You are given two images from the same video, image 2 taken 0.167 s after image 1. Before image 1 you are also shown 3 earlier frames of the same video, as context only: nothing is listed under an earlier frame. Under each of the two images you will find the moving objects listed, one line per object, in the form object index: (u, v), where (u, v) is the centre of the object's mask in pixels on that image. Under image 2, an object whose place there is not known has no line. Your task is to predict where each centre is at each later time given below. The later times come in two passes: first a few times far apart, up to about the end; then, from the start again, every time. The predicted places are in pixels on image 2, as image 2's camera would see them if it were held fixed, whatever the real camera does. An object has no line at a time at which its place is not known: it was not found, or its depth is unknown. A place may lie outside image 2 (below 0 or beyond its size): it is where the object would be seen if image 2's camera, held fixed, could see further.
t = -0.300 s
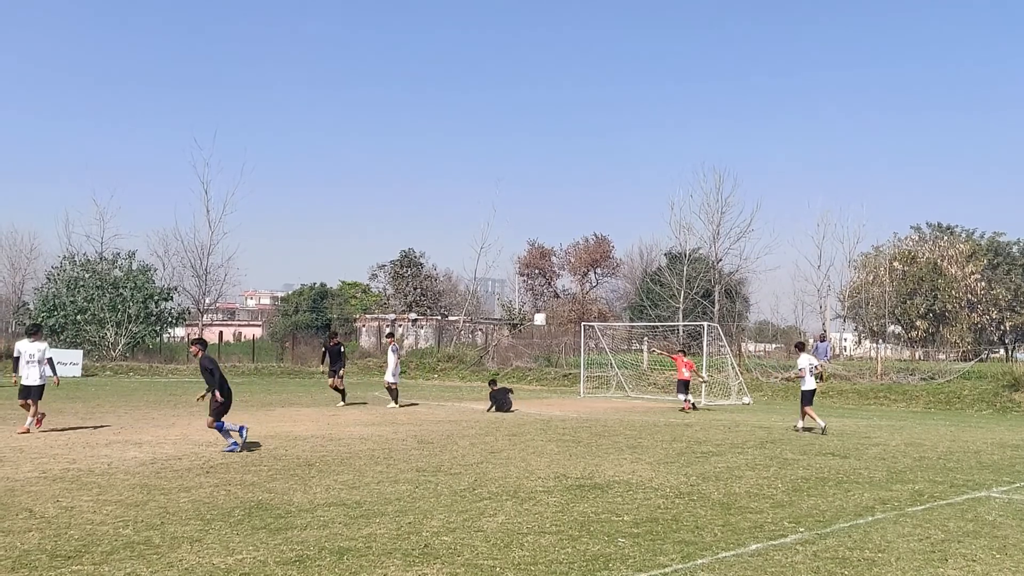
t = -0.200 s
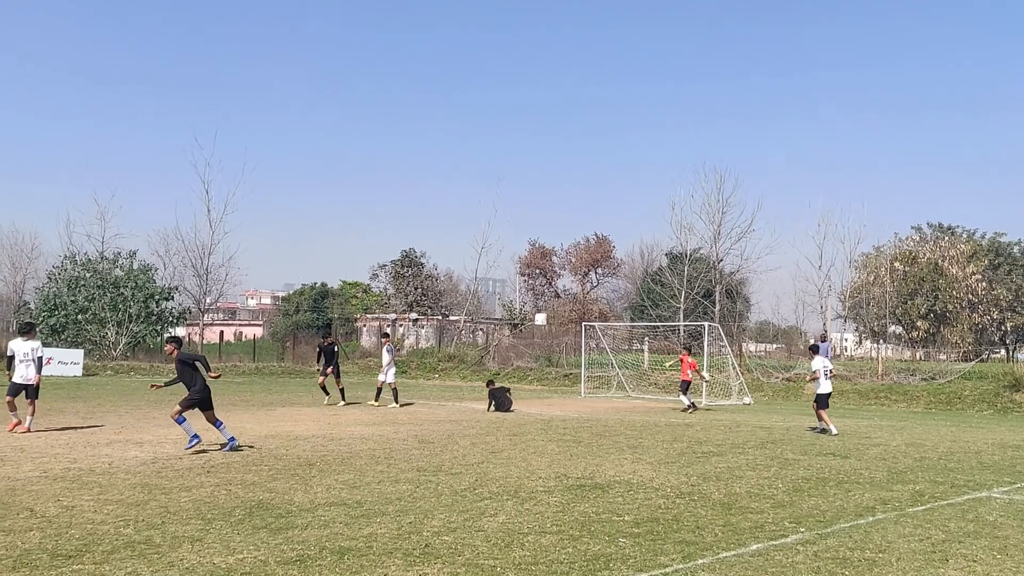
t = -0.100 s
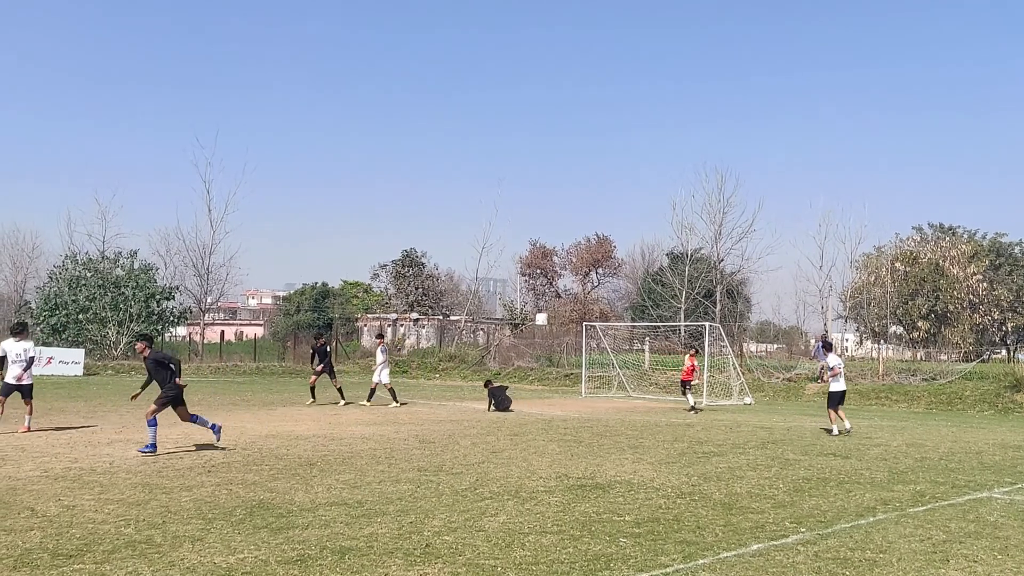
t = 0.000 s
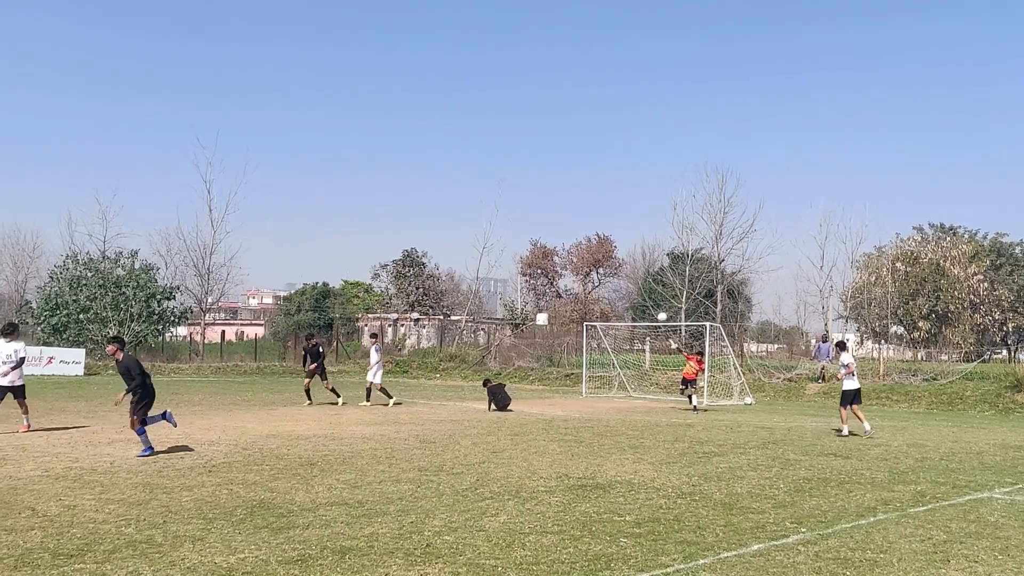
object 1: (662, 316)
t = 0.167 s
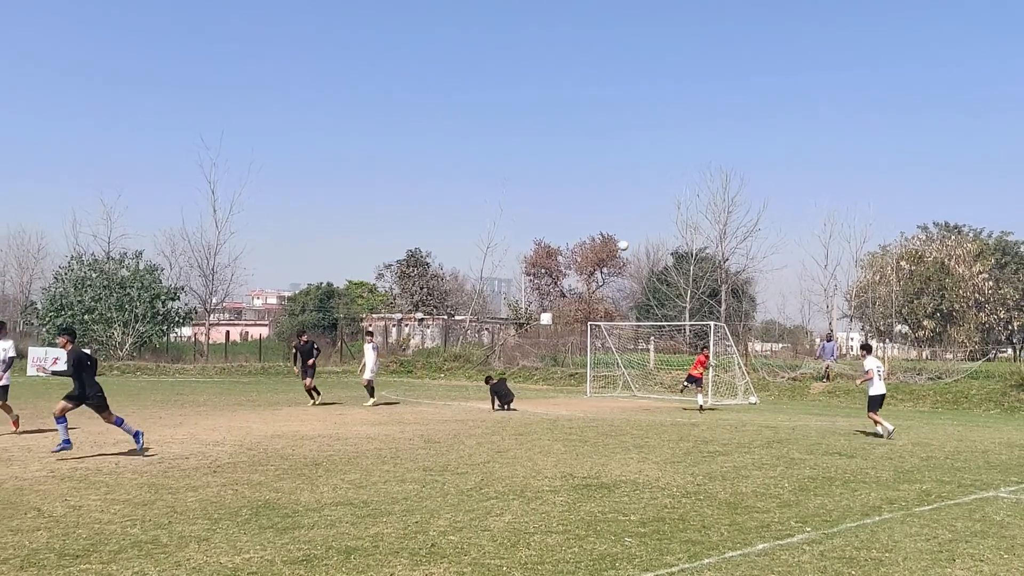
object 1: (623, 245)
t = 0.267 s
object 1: (595, 201)
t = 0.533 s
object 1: (508, 76)
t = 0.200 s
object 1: (614, 231)
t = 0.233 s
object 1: (605, 216)
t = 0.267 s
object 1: (595, 201)
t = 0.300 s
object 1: (585, 187)
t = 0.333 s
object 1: (575, 171)
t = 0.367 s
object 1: (565, 156)
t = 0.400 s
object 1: (554, 140)
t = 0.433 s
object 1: (543, 124)
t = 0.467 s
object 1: (532, 108)
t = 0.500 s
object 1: (520, 92)
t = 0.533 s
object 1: (508, 76)
